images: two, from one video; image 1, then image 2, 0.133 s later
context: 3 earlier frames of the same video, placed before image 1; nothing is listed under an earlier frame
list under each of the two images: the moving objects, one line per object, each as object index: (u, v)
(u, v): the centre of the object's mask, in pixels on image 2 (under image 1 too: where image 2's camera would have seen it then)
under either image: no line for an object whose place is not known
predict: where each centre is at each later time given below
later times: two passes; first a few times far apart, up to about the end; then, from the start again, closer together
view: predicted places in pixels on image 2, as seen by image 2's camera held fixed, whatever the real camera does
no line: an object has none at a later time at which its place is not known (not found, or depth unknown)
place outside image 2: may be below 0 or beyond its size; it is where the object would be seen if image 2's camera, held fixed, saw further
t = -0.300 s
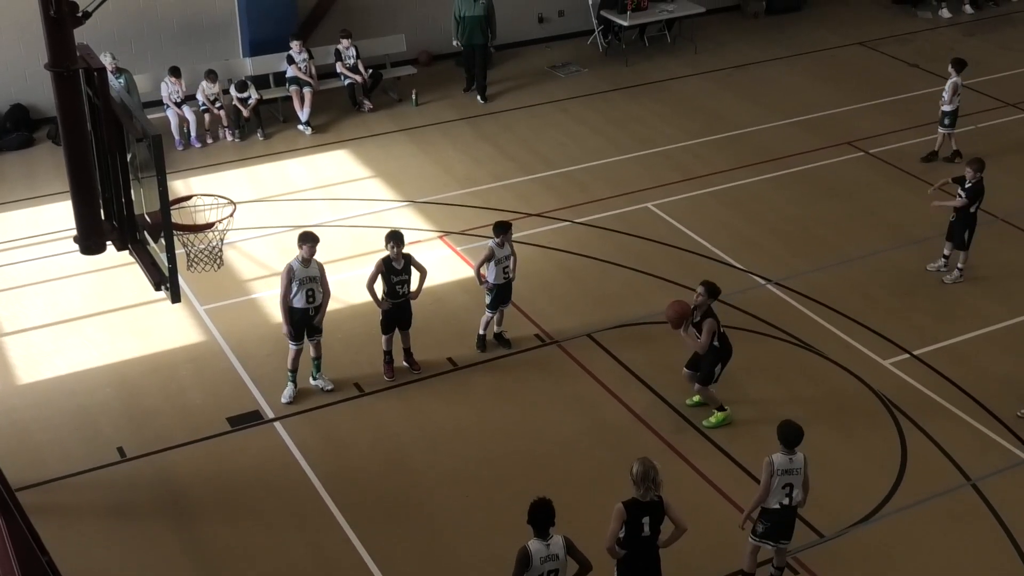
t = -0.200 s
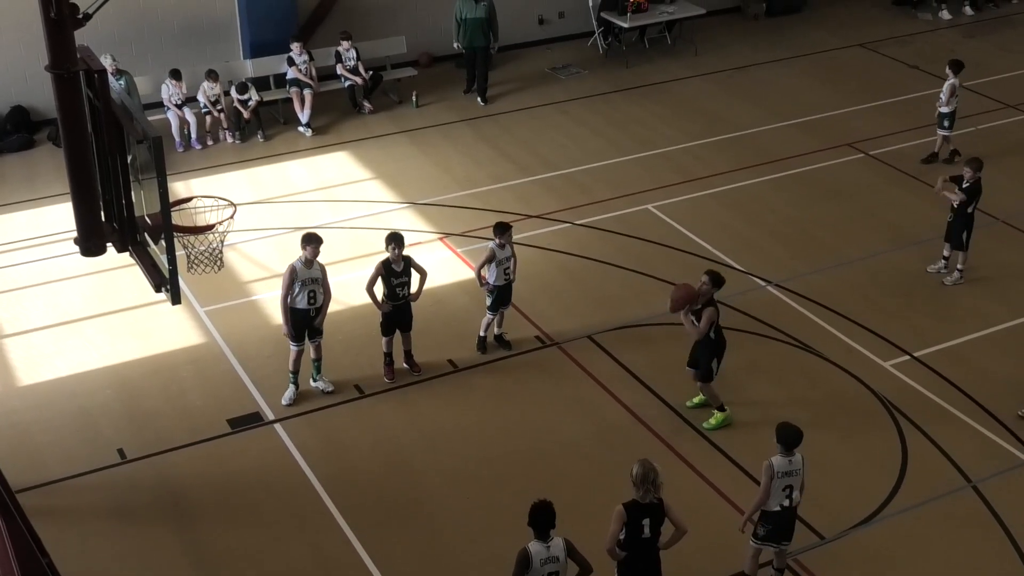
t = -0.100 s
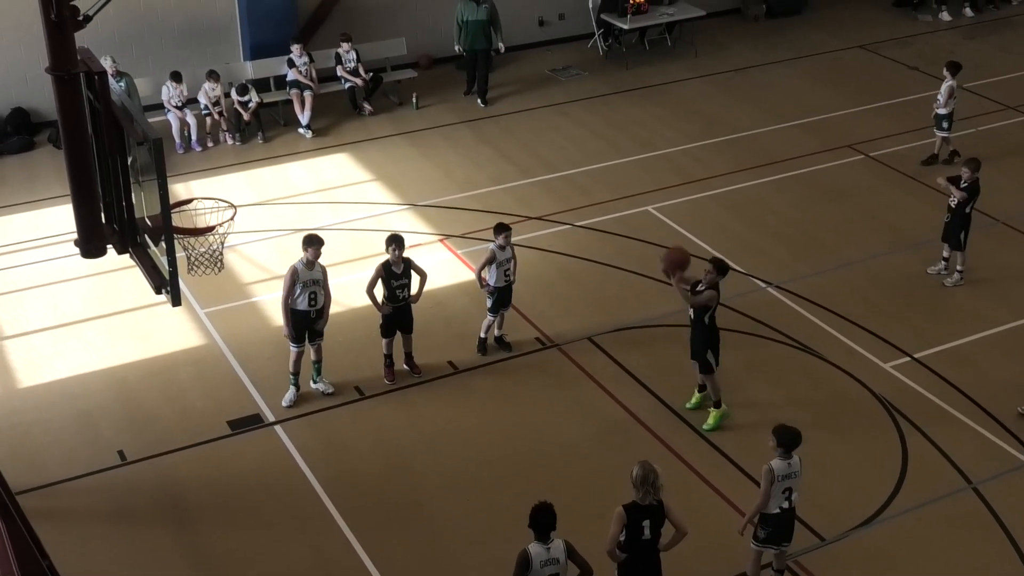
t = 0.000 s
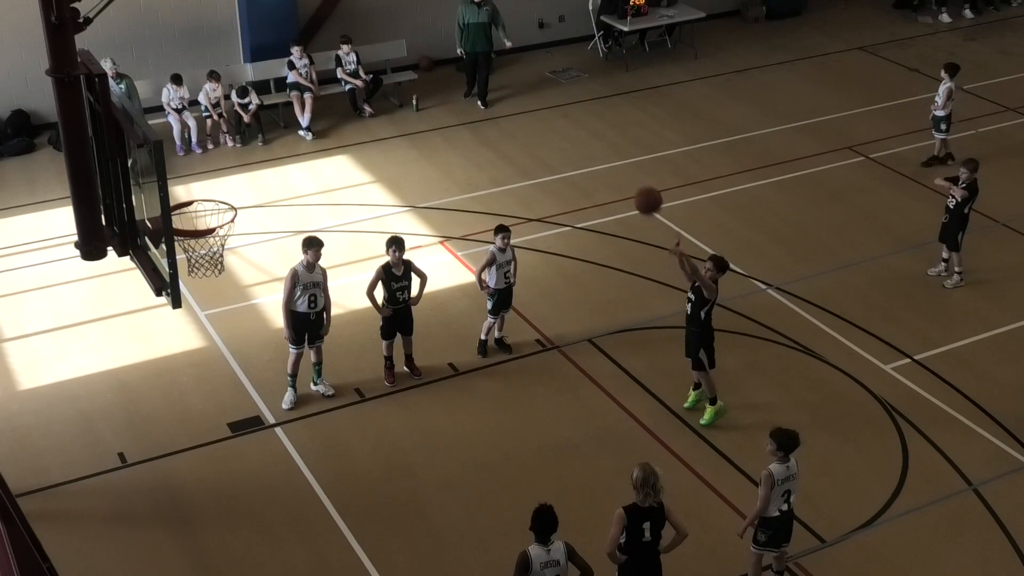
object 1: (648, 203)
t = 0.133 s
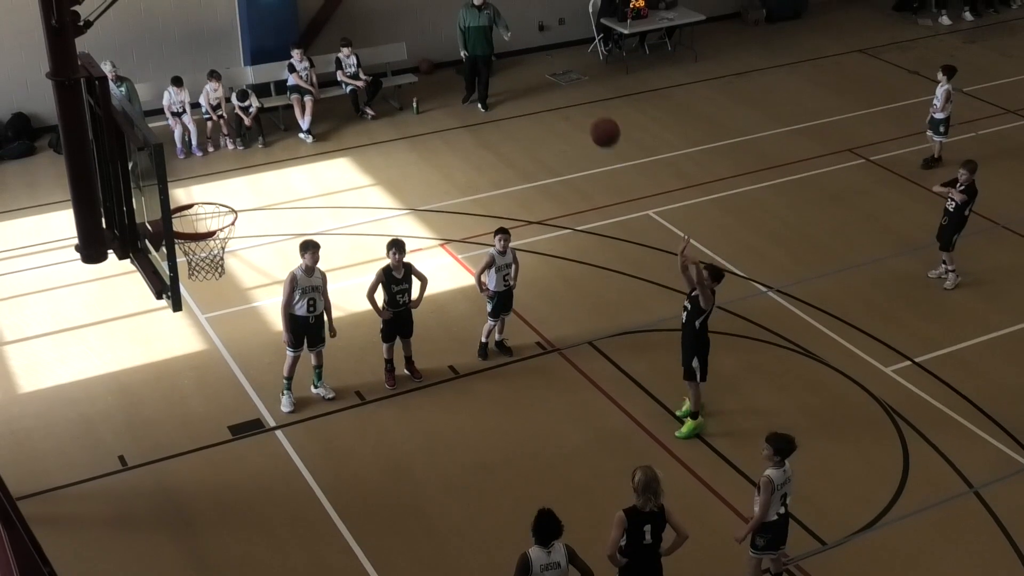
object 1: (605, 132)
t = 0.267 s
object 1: (557, 78)
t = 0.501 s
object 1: (463, 23)
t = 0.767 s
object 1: (349, 51)
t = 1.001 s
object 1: (246, 161)
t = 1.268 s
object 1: (162, 324)
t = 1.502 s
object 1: (123, 484)
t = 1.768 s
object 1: (94, 551)
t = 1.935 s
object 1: (81, 469)
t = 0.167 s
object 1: (594, 117)
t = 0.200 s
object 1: (582, 102)
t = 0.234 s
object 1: (570, 89)
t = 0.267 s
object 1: (557, 78)
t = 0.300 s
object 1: (545, 65)
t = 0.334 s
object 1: (531, 55)
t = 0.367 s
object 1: (519, 46)
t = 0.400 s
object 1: (505, 39)
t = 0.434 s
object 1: (492, 33)
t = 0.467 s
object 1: (478, 26)
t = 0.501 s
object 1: (463, 23)
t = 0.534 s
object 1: (450, 22)
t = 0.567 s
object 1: (436, 21)
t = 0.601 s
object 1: (421, 22)
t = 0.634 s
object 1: (407, 25)
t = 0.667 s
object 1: (392, 29)
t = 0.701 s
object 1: (379, 36)
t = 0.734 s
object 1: (364, 42)
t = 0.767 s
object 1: (349, 51)
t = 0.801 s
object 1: (332, 64)
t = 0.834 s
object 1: (319, 75)
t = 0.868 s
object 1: (303, 90)
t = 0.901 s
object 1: (289, 105)
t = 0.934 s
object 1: (275, 122)
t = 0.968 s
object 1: (260, 141)
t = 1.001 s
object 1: (246, 161)
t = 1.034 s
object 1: (232, 183)
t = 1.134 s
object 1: (192, 257)
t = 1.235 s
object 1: (168, 308)
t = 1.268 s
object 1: (162, 324)
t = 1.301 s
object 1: (156, 343)
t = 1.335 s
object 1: (149, 365)
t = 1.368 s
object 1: (144, 386)
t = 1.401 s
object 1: (139, 409)
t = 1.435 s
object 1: (133, 432)
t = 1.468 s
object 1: (129, 457)
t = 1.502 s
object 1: (123, 484)
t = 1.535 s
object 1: (119, 511)
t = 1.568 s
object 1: (115, 539)
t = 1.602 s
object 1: (111, 559)
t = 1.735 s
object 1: (98, 561)
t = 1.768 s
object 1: (94, 551)
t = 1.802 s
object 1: (91, 533)
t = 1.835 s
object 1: (89, 515)
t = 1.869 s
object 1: (86, 499)
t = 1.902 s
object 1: (83, 484)
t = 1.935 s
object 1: (81, 469)
